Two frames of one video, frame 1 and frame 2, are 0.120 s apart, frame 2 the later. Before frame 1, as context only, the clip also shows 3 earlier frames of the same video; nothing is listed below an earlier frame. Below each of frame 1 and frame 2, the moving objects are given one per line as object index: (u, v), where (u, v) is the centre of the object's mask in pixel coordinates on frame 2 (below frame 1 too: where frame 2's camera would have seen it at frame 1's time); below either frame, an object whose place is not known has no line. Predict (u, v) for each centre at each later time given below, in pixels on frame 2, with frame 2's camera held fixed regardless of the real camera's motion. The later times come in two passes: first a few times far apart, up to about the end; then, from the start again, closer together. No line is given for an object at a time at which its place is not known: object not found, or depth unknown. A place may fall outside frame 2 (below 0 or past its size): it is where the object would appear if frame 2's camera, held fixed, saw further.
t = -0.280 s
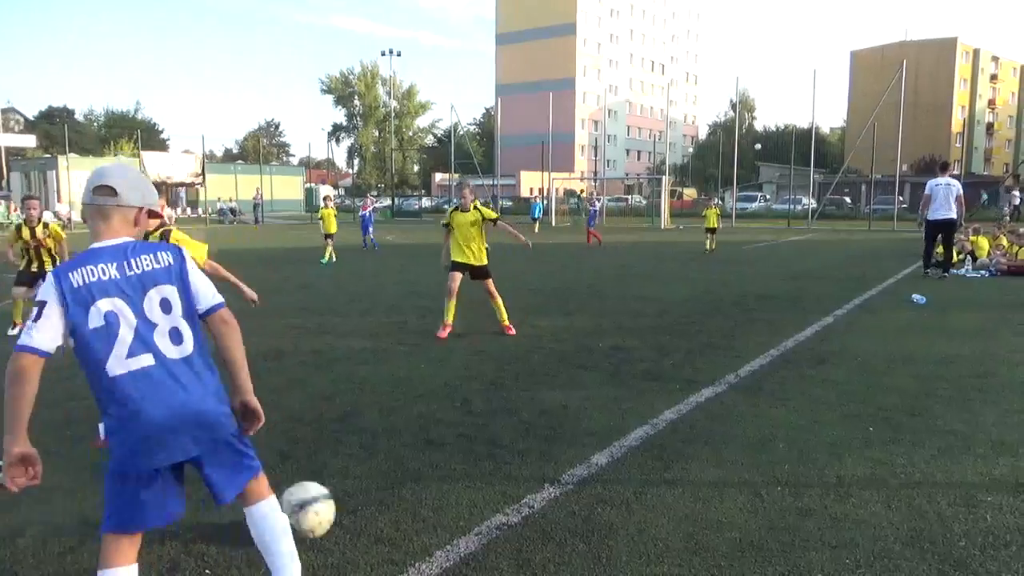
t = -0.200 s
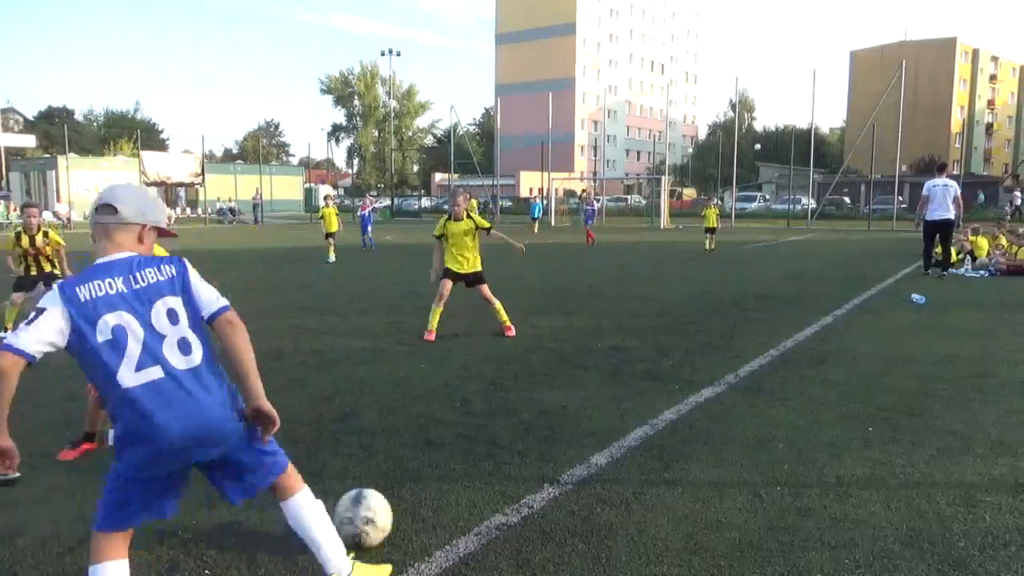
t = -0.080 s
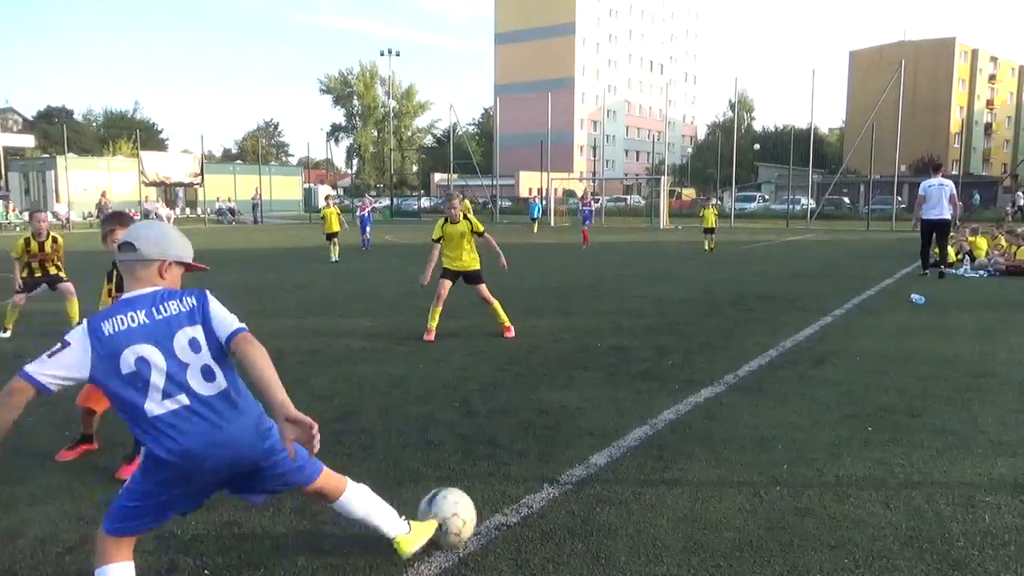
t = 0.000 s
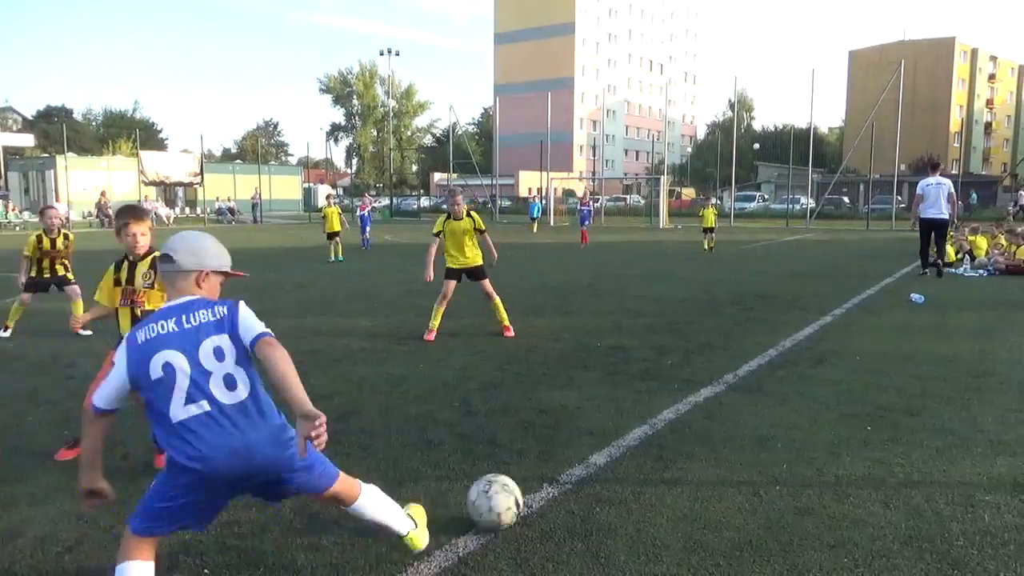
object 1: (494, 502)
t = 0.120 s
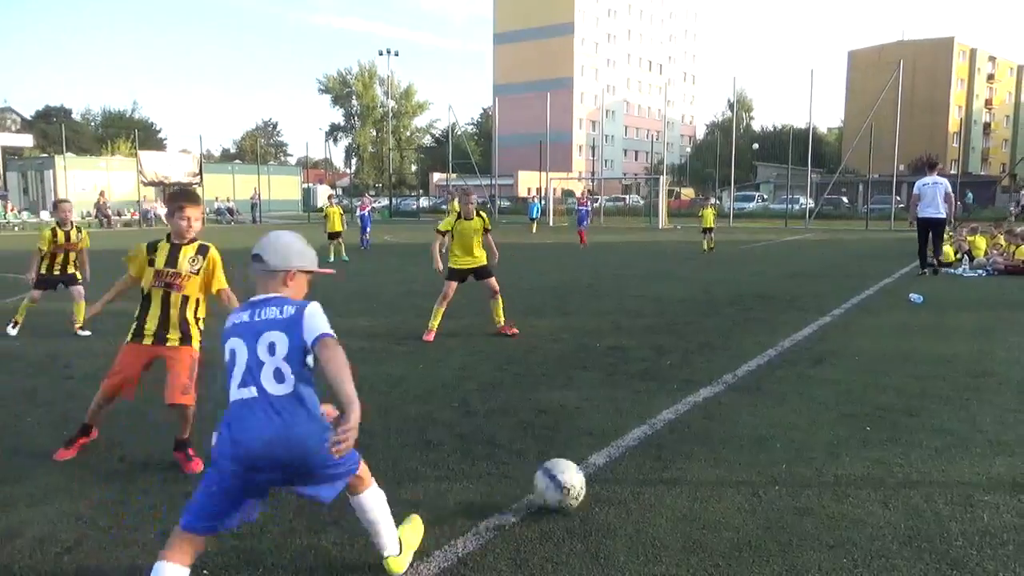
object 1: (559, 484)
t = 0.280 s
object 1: (637, 467)
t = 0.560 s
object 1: (752, 440)
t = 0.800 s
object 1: (831, 424)
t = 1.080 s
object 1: (907, 407)
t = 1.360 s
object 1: (969, 392)
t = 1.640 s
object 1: (1020, 381)
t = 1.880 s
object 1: (1057, 371)
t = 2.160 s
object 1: (1090, 361)
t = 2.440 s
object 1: (1105, 354)
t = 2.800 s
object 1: (1104, 349)
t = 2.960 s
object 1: (1089, 347)
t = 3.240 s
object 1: (1059, 344)
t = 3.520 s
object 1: (1030, 343)
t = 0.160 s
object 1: (579, 479)
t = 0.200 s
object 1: (599, 476)
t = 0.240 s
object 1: (618, 471)
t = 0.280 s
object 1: (637, 467)
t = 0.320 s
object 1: (656, 463)
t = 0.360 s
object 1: (672, 459)
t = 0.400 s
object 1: (689, 455)
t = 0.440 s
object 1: (706, 452)
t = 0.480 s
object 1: (721, 448)
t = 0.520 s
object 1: (735, 445)
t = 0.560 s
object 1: (752, 440)
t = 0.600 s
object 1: (766, 438)
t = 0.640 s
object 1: (779, 435)
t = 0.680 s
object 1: (793, 432)
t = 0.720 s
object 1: (806, 429)
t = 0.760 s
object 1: (818, 427)
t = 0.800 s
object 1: (831, 424)
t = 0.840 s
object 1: (843, 422)
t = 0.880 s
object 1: (855, 419)
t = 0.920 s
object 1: (865, 416)
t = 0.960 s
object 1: (877, 413)
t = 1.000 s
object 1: (886, 412)
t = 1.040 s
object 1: (898, 409)
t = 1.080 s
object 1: (907, 407)
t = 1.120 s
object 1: (917, 404)
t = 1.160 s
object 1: (926, 403)
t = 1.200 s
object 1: (935, 401)
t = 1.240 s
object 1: (944, 399)
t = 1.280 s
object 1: (953, 397)
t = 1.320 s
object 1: (960, 396)
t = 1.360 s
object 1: (969, 392)
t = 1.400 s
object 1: (978, 390)
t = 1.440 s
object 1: (986, 389)
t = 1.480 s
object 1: (993, 386)
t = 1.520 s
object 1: (1000, 385)
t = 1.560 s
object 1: (1007, 382)
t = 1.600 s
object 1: (1013, 382)
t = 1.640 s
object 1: (1020, 381)
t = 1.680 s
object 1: (1027, 378)
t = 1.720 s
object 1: (1033, 376)
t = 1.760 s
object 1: (1040, 375)
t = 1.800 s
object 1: (1045, 374)
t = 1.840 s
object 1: (1051, 372)
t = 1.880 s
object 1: (1057, 371)
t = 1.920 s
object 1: (1062, 371)
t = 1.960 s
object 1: (1067, 368)
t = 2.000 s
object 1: (1072, 367)
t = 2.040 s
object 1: (1077, 365)
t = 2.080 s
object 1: (1082, 363)
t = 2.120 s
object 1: (1086, 362)
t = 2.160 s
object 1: (1090, 361)
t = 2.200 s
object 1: (1091, 359)
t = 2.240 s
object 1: (1093, 360)
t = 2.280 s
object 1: (1095, 360)
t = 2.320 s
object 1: (1098, 359)
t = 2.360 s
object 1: (1101, 358)
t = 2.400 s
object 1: (1103, 356)
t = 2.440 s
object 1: (1105, 354)
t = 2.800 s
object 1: (1104, 349)
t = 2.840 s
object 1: (1102, 350)
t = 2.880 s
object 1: (1099, 346)
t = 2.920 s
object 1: (1098, 346)
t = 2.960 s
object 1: (1089, 347)
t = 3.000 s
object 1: (1086, 344)
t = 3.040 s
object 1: (1081, 343)
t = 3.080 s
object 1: (1076, 343)
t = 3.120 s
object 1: (1072, 345)
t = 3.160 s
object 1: (1069, 344)
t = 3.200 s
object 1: (1064, 344)
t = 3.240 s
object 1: (1059, 344)
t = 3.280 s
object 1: (1055, 343)
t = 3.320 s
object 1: (1051, 343)
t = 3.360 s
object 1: (1047, 343)
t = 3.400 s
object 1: (1042, 343)
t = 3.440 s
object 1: (1038, 343)
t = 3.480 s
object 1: (1034, 343)
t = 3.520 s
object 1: (1030, 343)
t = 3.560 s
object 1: (1026, 342)
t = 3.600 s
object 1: (1023, 342)
